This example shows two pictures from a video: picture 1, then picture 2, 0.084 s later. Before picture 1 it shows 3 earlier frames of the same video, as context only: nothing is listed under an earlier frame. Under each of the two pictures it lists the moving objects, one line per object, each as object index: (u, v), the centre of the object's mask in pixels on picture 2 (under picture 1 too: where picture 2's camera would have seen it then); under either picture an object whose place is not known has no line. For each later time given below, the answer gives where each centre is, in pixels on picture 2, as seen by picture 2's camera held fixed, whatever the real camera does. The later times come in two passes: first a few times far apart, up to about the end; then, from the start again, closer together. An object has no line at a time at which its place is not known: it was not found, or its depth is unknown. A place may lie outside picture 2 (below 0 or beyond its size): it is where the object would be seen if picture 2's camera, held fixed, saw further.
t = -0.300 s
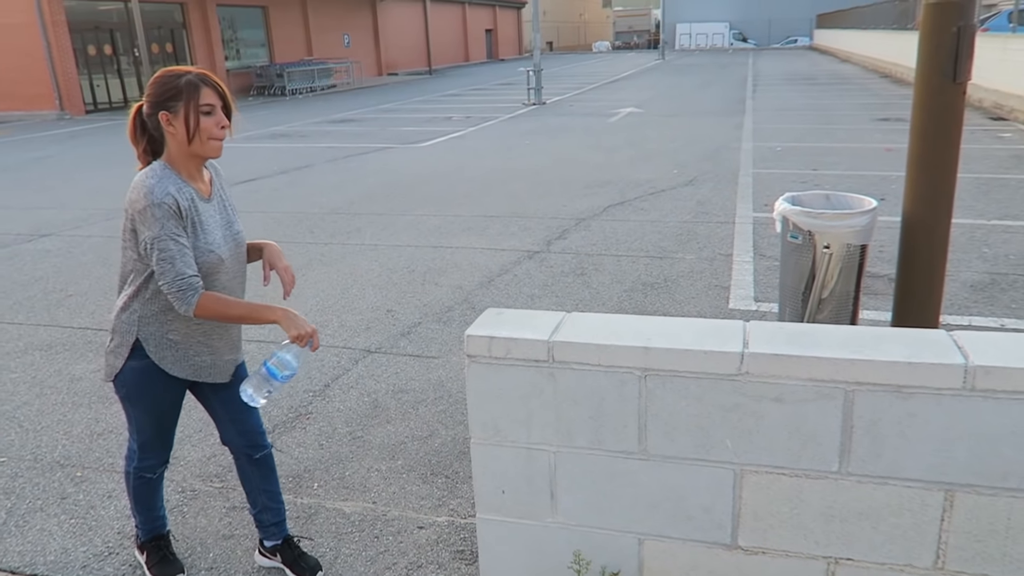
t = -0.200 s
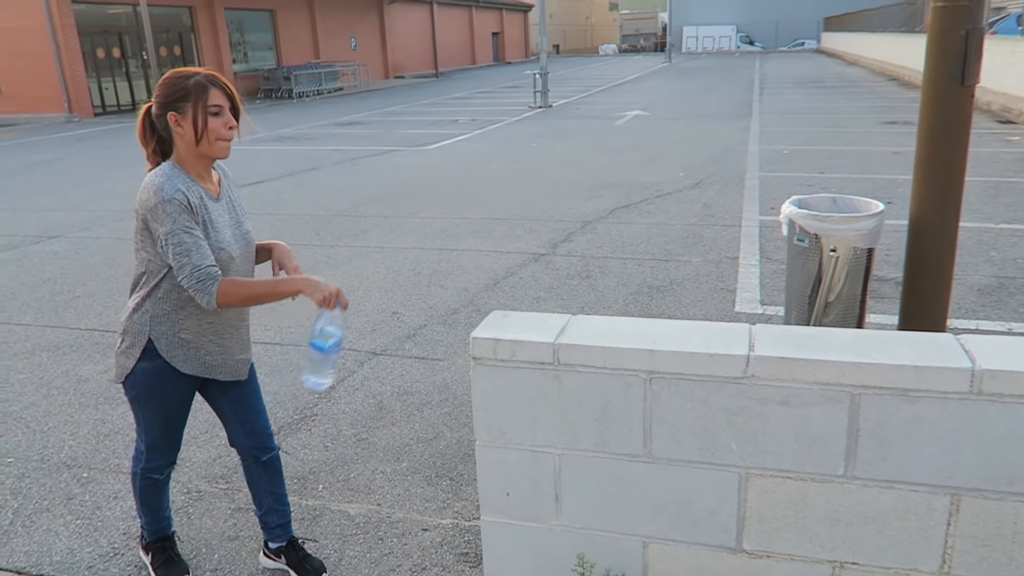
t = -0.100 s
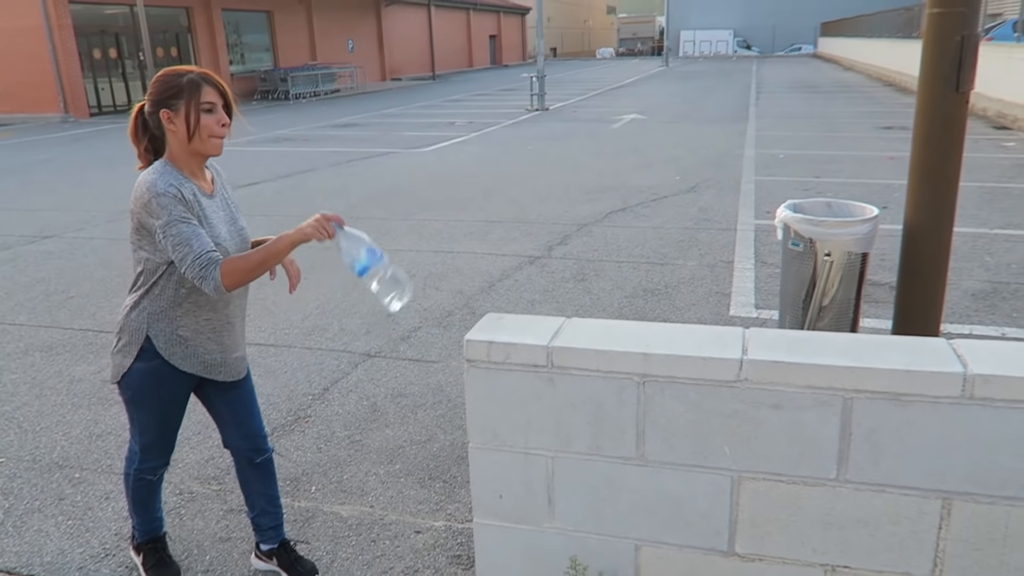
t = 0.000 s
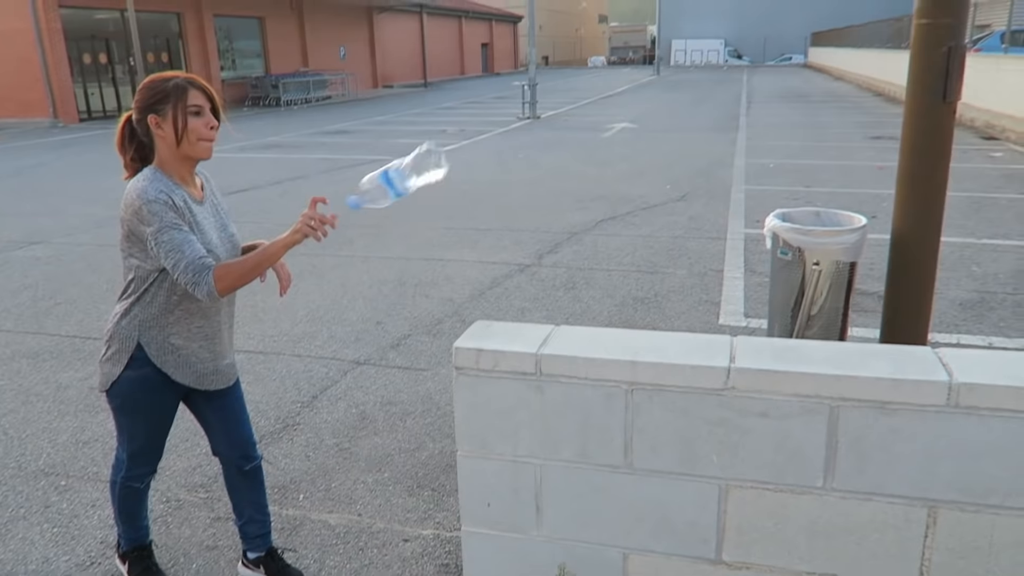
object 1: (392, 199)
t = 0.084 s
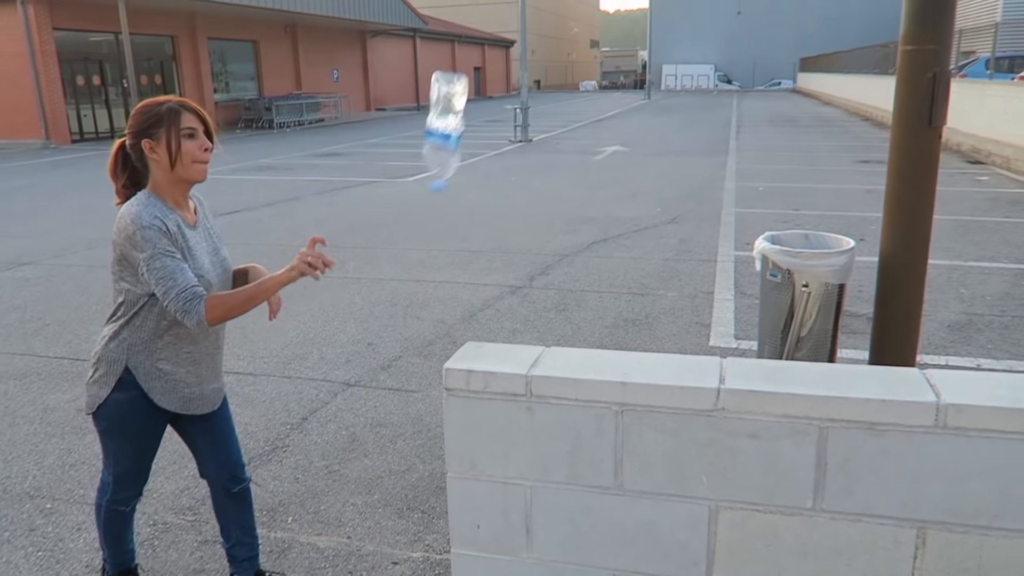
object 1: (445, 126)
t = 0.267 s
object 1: (558, 14)
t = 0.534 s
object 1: (703, 150)
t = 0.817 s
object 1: (827, 356)
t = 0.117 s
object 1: (467, 98)
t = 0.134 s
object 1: (478, 85)
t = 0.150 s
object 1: (488, 73)
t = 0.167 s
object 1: (499, 60)
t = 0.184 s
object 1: (509, 50)
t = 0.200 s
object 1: (520, 40)
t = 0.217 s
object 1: (530, 32)
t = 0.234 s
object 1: (539, 25)
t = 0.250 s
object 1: (549, 19)
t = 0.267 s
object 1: (558, 14)
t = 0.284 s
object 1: (566, 11)
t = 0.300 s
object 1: (575, 10)
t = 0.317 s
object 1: (583, 9)
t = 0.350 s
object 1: (602, 14)
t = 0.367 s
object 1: (612, 19)
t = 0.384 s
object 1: (622, 26)
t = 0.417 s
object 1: (640, 41)
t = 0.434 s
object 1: (650, 52)
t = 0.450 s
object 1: (659, 65)
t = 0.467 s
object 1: (668, 80)
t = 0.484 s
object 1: (677, 95)
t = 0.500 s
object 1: (686, 112)
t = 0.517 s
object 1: (694, 130)
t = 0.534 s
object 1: (703, 150)
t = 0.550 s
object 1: (712, 171)
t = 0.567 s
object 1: (721, 193)
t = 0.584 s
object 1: (729, 216)
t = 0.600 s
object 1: (737, 243)
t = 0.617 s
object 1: (744, 269)
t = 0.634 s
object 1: (751, 299)
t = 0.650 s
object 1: (762, 320)
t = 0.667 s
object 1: (779, 327)
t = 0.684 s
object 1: (788, 338)
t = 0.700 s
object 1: (787, 347)
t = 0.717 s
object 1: (791, 351)
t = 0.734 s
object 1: (796, 349)
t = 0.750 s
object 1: (802, 350)
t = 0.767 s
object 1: (808, 351)
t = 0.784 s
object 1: (815, 352)
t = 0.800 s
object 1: (822, 354)
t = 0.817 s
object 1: (827, 356)
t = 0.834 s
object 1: (833, 359)
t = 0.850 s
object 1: (835, 360)
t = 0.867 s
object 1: (838, 361)
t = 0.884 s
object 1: (839, 361)
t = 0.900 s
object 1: (840, 361)
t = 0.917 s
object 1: (842, 361)
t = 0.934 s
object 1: (844, 362)
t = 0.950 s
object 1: (846, 362)
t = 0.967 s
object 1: (849, 363)
